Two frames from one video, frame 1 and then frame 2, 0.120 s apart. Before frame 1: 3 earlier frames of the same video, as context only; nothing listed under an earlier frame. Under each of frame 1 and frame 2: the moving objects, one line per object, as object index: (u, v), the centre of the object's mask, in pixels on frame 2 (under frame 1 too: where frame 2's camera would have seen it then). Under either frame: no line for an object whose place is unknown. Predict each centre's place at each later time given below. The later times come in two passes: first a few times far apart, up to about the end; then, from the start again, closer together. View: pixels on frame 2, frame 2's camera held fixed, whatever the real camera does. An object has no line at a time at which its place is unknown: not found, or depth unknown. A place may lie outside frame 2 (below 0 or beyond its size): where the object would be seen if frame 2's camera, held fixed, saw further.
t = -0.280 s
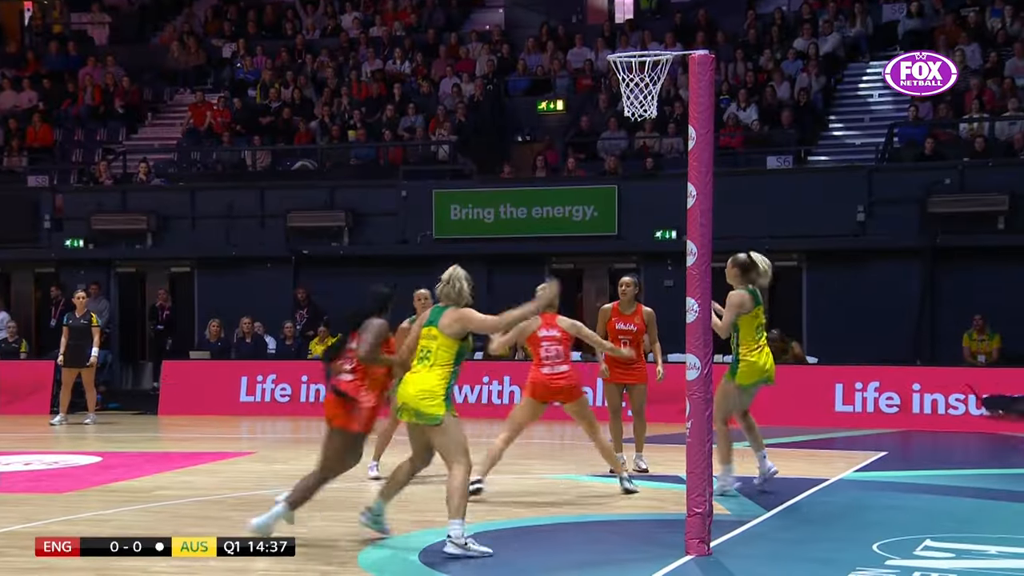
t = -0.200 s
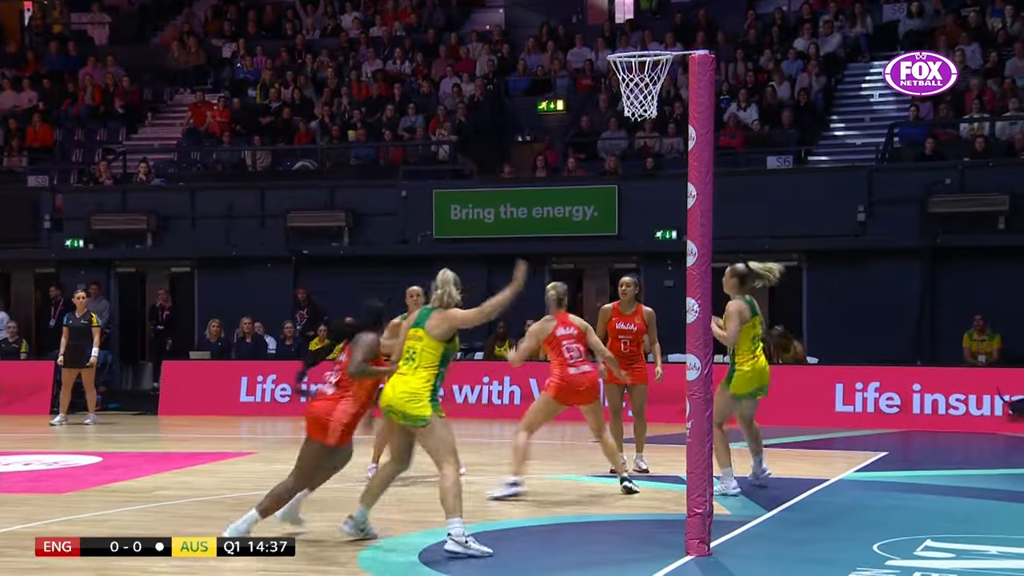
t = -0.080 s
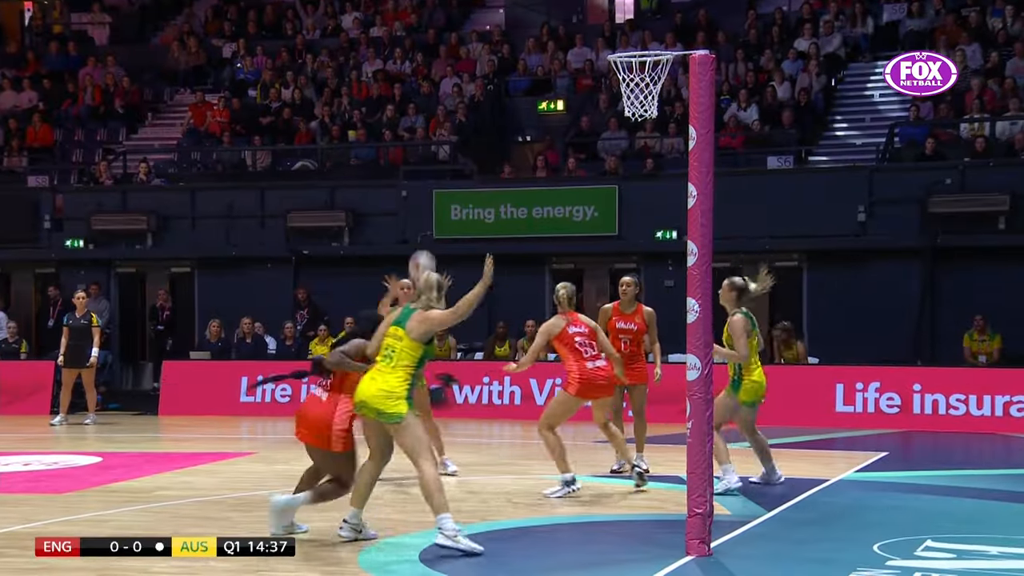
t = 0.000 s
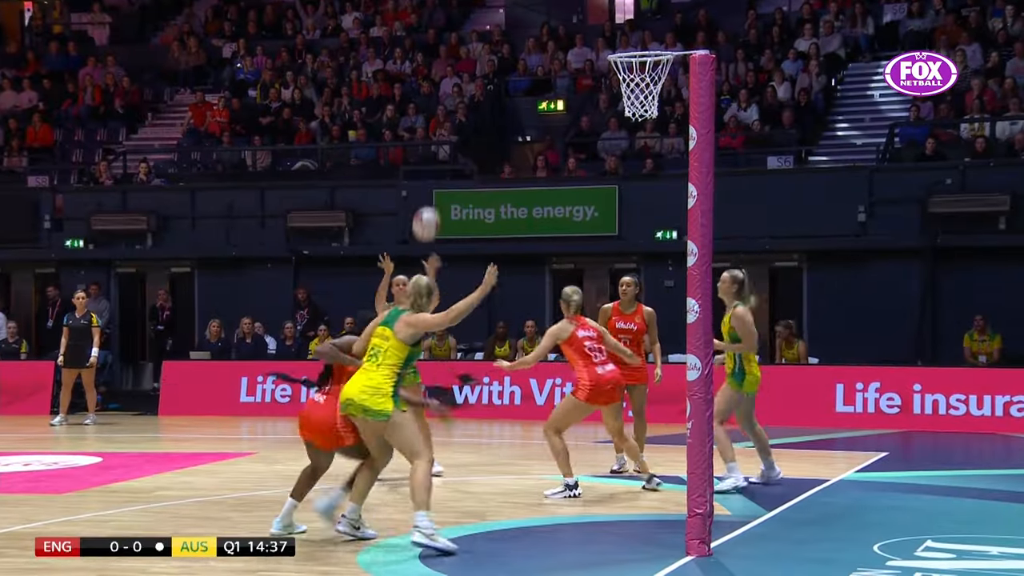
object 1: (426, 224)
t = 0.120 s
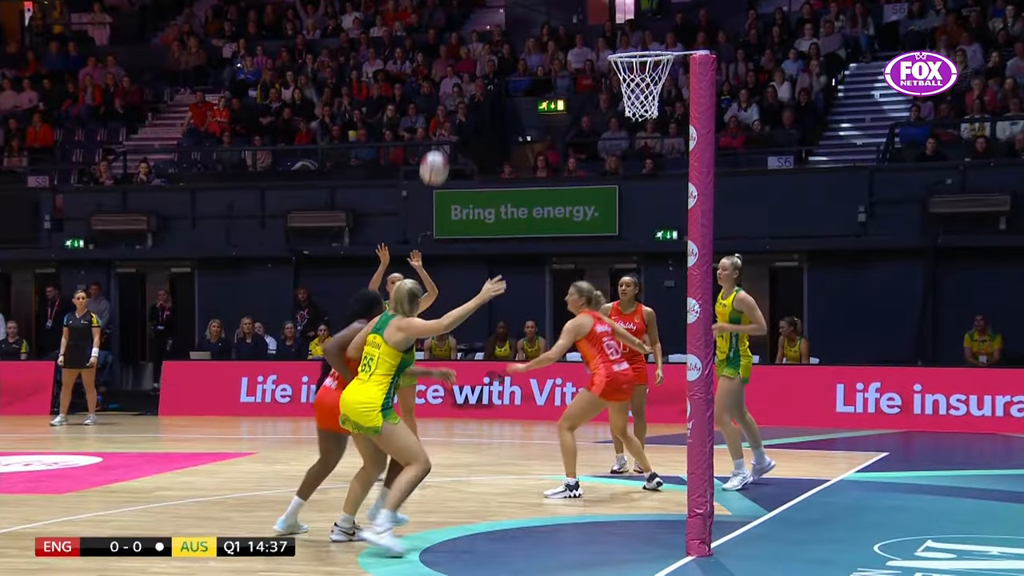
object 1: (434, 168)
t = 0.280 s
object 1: (445, 115)
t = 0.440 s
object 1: (457, 91)
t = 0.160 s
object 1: (436, 153)
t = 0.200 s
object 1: (439, 139)
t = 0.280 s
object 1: (445, 115)
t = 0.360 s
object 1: (451, 99)
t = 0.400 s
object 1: (454, 94)
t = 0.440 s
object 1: (457, 91)
